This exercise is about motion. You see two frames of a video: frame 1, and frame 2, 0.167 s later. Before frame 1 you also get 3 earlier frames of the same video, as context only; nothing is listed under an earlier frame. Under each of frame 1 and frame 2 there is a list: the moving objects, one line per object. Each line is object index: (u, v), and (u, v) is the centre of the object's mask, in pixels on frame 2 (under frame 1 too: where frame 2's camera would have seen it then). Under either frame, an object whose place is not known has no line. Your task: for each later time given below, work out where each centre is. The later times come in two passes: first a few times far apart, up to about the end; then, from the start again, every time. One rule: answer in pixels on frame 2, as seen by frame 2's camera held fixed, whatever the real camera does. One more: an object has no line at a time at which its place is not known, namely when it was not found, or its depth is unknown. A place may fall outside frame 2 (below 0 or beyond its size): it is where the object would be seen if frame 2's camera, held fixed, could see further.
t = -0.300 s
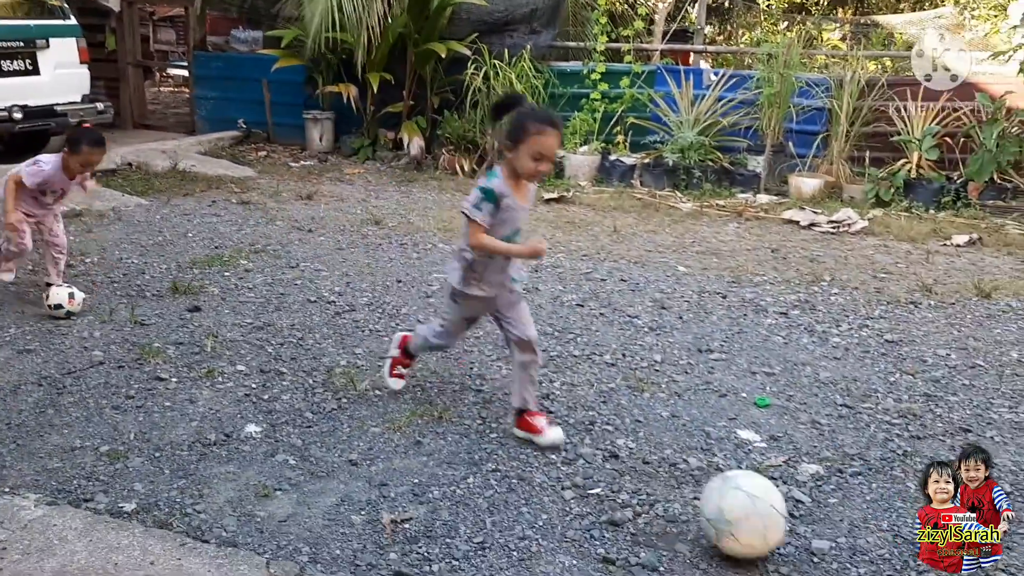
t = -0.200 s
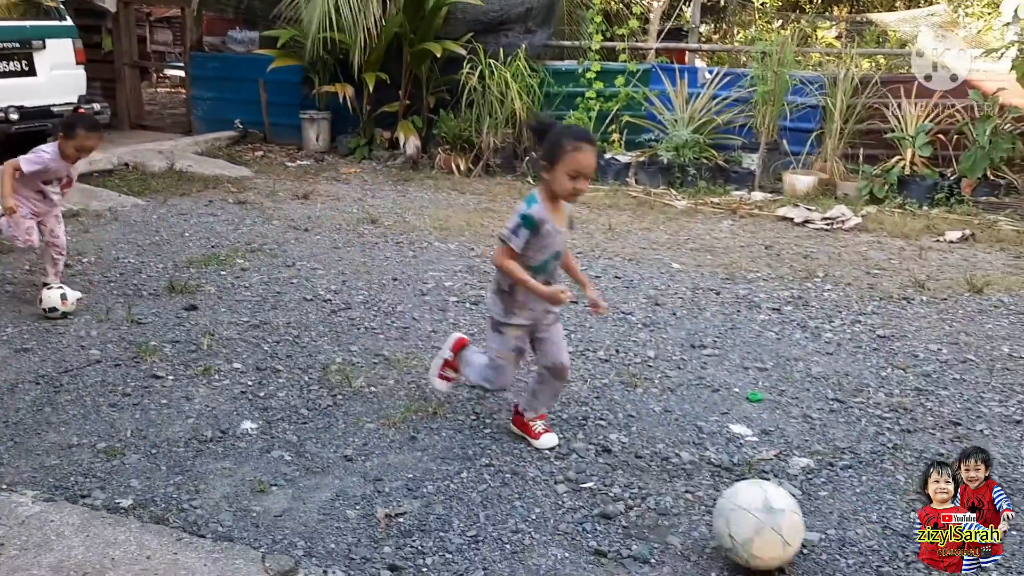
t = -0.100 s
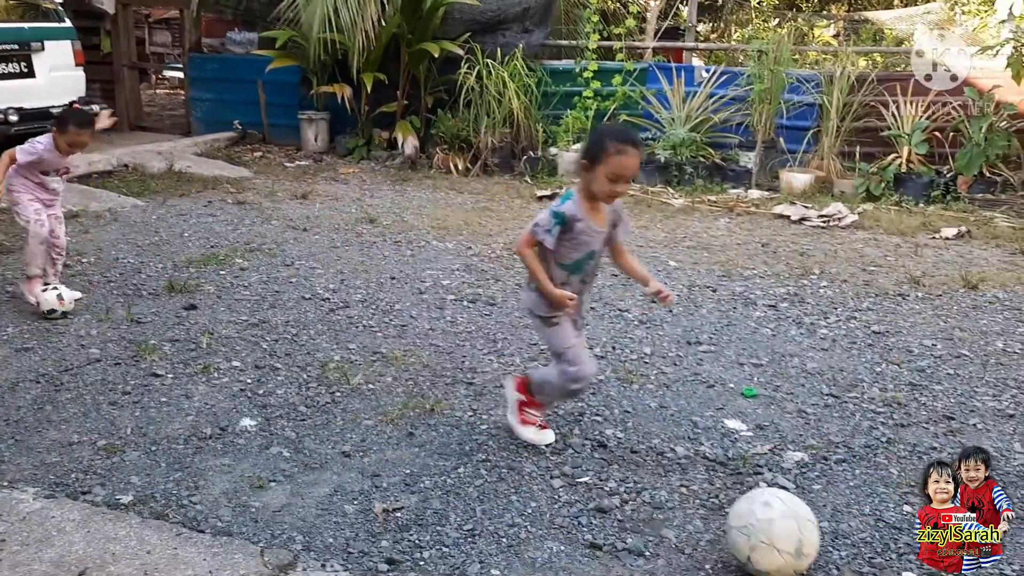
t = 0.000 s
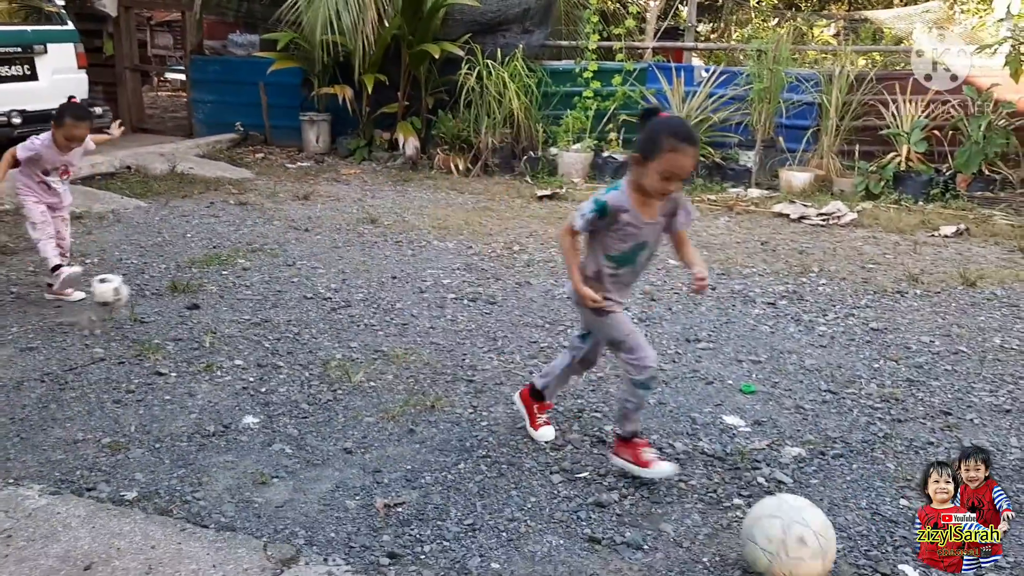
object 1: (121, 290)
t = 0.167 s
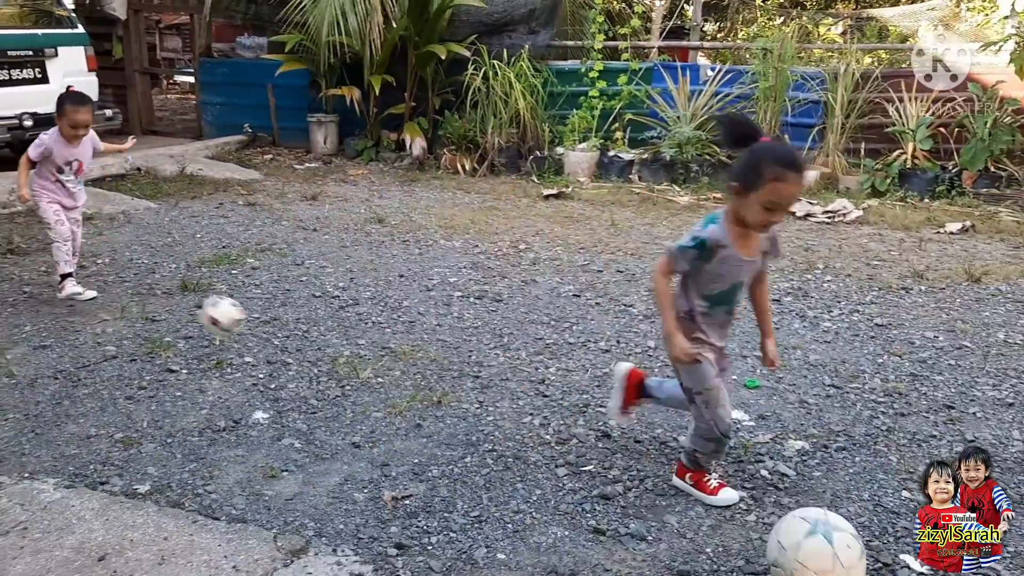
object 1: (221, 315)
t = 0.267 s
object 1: (298, 372)
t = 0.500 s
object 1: (394, 435)
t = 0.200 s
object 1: (246, 330)
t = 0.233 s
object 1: (271, 347)
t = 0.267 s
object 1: (298, 372)
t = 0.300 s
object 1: (318, 386)
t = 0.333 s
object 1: (329, 385)
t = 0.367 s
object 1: (340, 387)
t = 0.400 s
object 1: (353, 393)
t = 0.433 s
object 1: (366, 403)
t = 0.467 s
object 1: (380, 418)
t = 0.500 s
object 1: (394, 435)
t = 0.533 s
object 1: (407, 443)
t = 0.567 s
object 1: (421, 448)
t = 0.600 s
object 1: (437, 458)
